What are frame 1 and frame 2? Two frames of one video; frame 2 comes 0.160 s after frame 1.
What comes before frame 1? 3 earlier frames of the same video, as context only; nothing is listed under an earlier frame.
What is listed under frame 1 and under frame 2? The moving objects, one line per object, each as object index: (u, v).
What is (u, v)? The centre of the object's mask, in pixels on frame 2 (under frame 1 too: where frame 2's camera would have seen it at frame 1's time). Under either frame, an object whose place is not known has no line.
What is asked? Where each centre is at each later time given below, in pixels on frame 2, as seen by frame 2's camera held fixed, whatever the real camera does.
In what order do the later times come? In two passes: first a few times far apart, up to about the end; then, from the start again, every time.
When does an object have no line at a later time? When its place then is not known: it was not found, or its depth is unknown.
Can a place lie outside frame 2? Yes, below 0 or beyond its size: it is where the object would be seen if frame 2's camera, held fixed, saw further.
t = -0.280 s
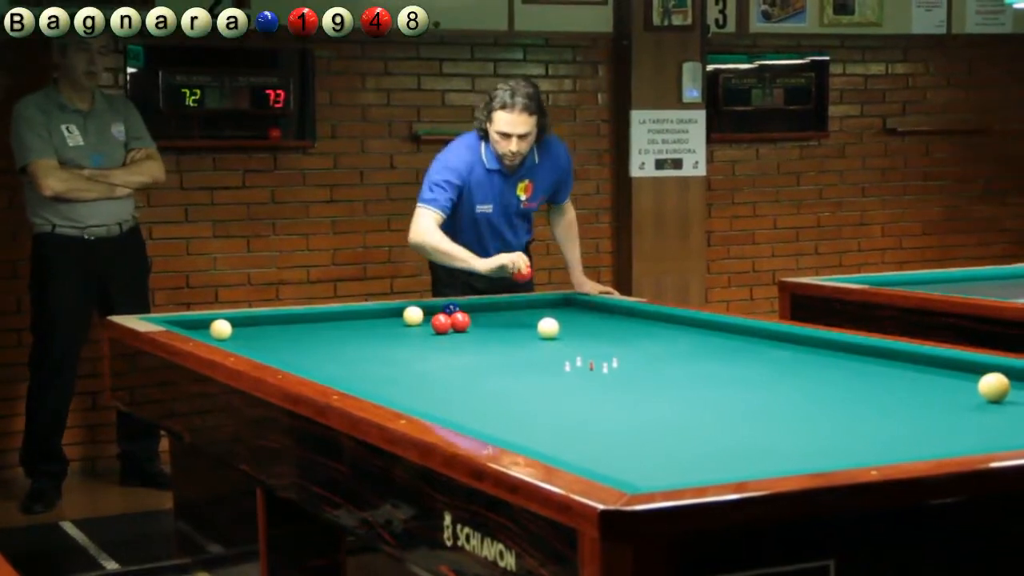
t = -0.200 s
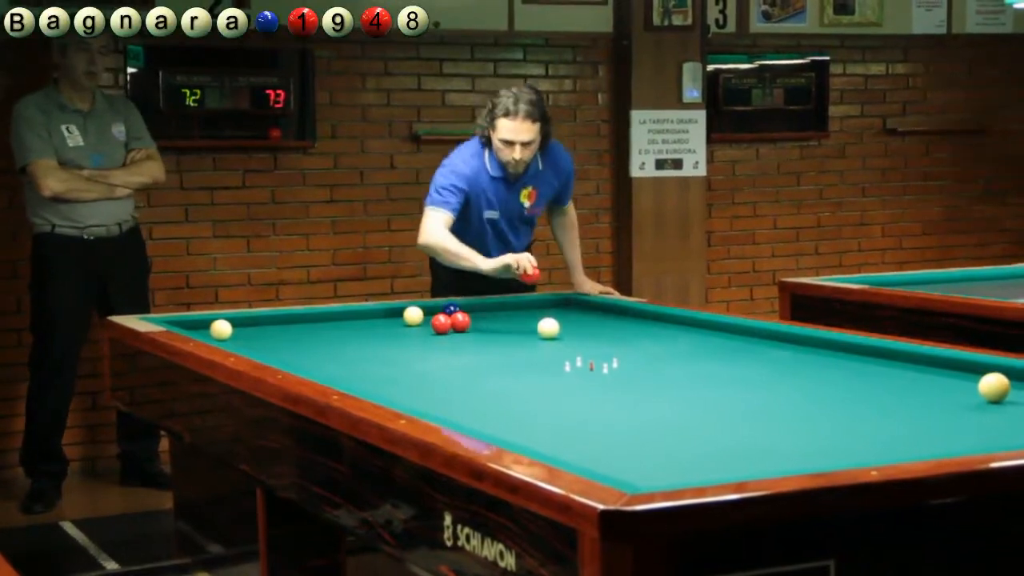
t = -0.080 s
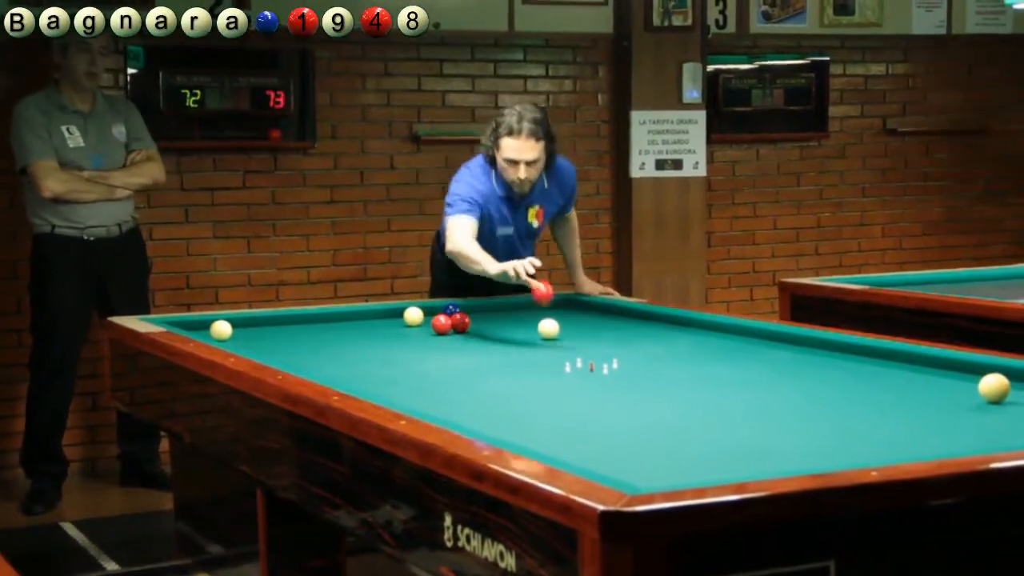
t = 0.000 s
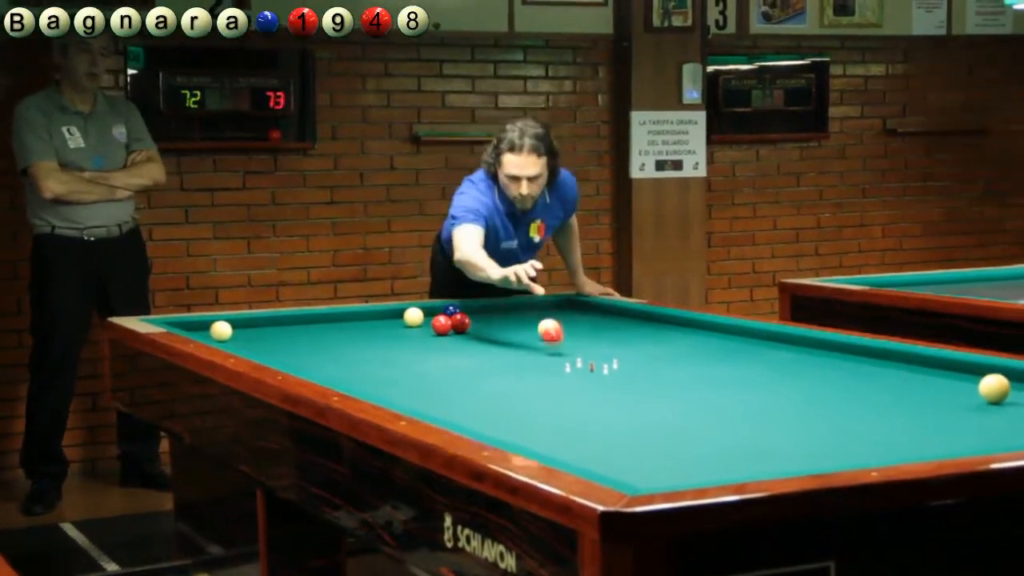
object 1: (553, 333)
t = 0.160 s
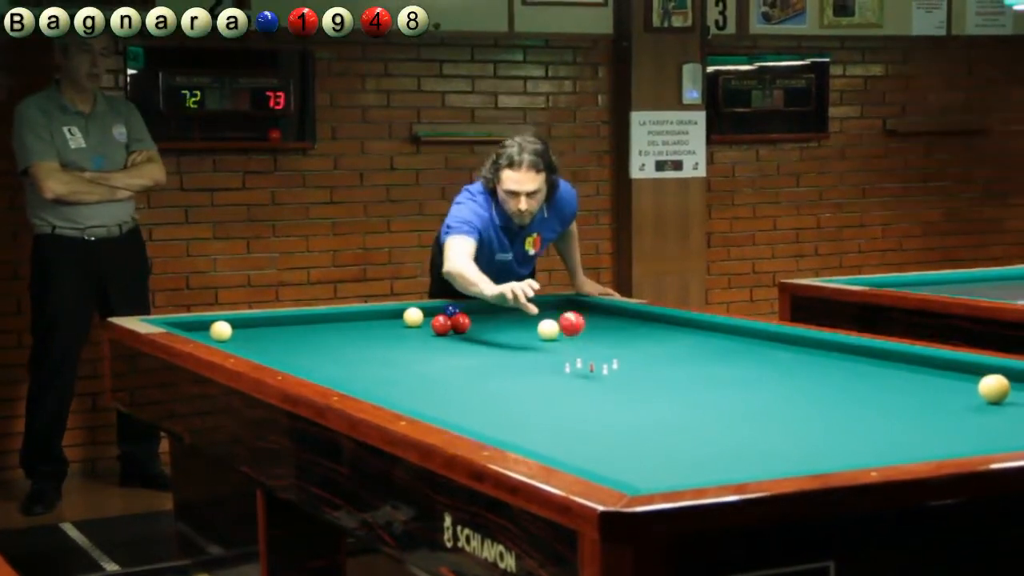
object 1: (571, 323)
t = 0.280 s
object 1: (589, 370)
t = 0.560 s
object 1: (635, 403)
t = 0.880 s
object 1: (705, 469)
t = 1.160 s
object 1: (564, 449)
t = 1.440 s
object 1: (515, 430)
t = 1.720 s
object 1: (486, 412)
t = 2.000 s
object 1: (461, 396)
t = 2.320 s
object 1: (437, 379)
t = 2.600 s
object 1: (419, 367)
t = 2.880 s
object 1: (402, 355)
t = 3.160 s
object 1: (388, 345)
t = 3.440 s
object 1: (375, 337)
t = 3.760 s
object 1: (362, 328)
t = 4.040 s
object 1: (352, 321)
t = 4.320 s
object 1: (342, 315)
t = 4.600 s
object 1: (367, 315)
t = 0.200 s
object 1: (576, 331)
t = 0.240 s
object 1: (582, 346)
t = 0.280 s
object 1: (589, 370)
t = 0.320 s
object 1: (595, 367)
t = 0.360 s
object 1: (601, 364)
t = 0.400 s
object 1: (607, 368)
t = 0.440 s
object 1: (614, 380)
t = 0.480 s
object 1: (621, 399)
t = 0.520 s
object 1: (628, 399)
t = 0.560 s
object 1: (635, 403)
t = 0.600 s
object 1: (643, 414)
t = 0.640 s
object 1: (652, 425)
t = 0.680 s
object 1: (660, 429)
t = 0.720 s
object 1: (668, 442)
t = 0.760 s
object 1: (677, 447)
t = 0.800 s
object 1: (686, 457)
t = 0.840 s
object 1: (696, 465)
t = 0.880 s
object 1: (705, 469)
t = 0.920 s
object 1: (707, 472)
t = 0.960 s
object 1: (680, 471)
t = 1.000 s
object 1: (653, 469)
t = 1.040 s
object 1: (629, 465)
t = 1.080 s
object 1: (606, 459)
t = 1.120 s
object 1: (584, 455)
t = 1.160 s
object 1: (564, 449)
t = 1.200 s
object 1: (545, 445)
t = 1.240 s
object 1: (539, 442)
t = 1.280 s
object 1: (534, 439)
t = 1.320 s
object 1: (530, 437)
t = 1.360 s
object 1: (524, 434)
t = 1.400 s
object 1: (520, 432)
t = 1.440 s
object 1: (515, 430)
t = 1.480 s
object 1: (510, 427)
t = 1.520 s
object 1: (506, 425)
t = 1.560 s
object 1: (502, 423)
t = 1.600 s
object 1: (497, 420)
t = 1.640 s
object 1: (494, 418)
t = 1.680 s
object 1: (490, 415)
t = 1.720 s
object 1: (486, 412)
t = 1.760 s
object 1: (482, 410)
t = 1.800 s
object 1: (478, 407)
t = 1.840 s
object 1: (475, 405)
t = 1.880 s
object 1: (471, 403)
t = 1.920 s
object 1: (468, 400)
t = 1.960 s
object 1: (464, 398)
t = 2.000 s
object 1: (461, 396)
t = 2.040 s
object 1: (457, 394)
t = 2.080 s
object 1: (454, 391)
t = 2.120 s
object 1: (451, 389)
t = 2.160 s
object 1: (448, 386)
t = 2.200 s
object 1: (445, 385)
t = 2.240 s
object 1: (442, 383)
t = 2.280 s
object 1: (439, 381)
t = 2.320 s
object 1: (437, 379)
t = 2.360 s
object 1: (434, 377)
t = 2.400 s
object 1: (431, 375)
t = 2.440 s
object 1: (428, 373)
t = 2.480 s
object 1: (426, 372)
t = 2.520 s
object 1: (423, 370)
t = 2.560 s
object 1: (421, 368)
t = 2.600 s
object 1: (419, 367)
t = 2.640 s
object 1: (416, 365)
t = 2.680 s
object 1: (414, 363)
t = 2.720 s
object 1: (411, 362)
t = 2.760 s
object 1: (409, 360)
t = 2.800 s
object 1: (406, 359)
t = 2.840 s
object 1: (404, 357)
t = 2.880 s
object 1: (402, 355)
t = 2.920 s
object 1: (400, 354)
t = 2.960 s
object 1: (398, 353)
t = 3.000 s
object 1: (396, 351)
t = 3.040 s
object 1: (394, 350)
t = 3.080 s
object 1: (392, 349)
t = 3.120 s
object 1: (390, 347)
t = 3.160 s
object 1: (388, 345)
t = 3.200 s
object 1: (386, 344)
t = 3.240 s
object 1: (384, 343)
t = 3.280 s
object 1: (382, 342)
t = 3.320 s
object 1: (380, 341)
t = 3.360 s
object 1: (378, 339)
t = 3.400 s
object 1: (377, 338)
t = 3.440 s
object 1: (375, 337)
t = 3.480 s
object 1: (373, 336)
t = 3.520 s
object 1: (371, 335)
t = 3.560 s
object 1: (370, 334)
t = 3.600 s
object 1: (369, 332)
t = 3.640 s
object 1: (367, 331)
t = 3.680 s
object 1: (365, 330)
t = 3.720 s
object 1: (364, 329)
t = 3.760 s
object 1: (362, 328)
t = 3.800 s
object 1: (361, 327)
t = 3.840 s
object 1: (359, 326)
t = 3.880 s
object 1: (358, 325)
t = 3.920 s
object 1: (356, 324)
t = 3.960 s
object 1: (355, 323)
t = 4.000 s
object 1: (353, 322)
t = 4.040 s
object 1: (352, 321)
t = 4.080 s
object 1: (350, 320)
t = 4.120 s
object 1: (349, 319)
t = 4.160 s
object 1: (348, 318)
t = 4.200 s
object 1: (347, 317)
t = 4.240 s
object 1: (345, 317)
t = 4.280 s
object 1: (344, 316)
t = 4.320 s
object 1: (342, 315)
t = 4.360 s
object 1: (341, 314)
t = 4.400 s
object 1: (343, 314)
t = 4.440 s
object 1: (348, 314)
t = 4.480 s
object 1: (354, 314)
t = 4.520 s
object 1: (358, 314)
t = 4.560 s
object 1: (362, 315)
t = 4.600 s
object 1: (367, 315)
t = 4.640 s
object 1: (372, 315)
